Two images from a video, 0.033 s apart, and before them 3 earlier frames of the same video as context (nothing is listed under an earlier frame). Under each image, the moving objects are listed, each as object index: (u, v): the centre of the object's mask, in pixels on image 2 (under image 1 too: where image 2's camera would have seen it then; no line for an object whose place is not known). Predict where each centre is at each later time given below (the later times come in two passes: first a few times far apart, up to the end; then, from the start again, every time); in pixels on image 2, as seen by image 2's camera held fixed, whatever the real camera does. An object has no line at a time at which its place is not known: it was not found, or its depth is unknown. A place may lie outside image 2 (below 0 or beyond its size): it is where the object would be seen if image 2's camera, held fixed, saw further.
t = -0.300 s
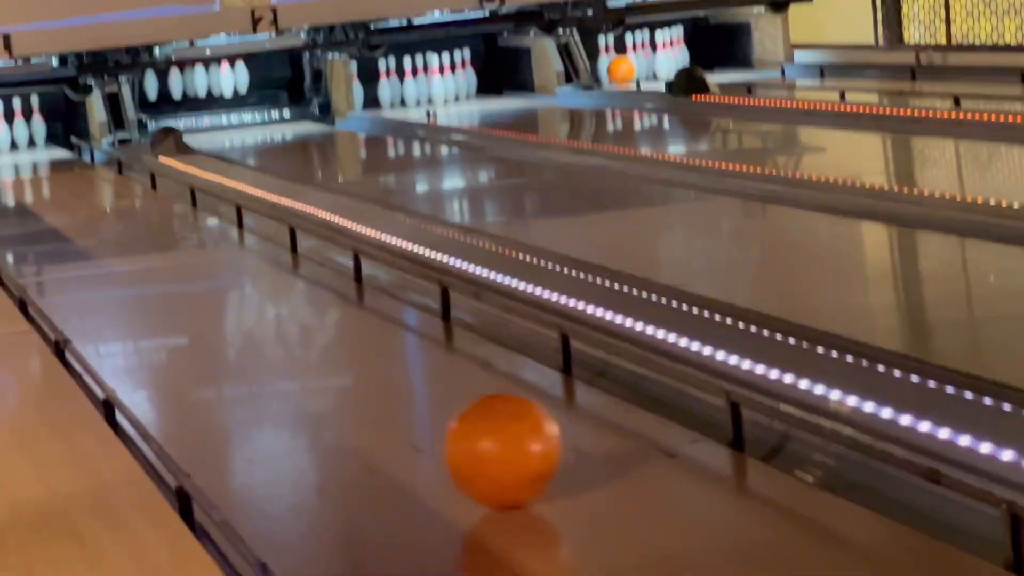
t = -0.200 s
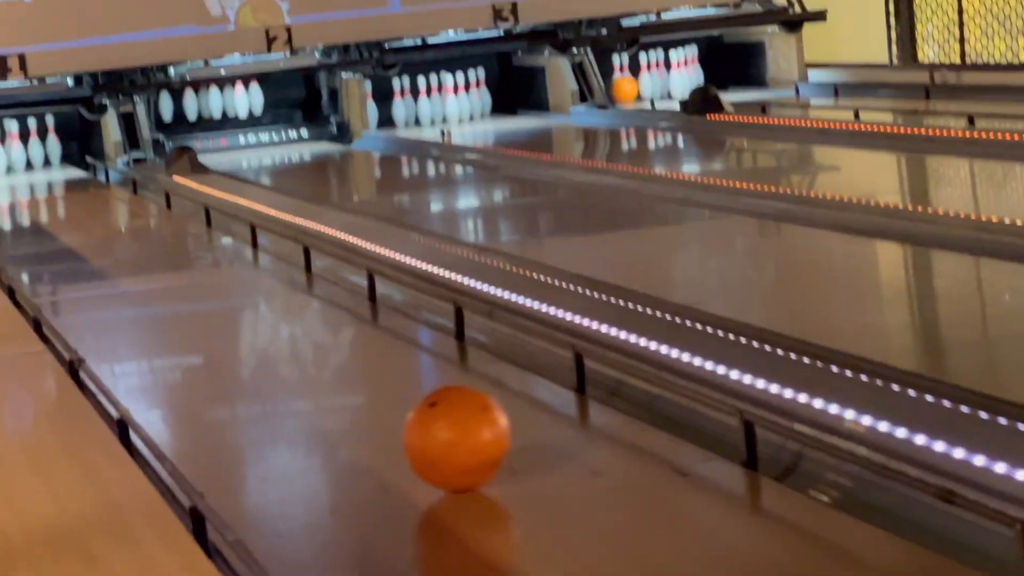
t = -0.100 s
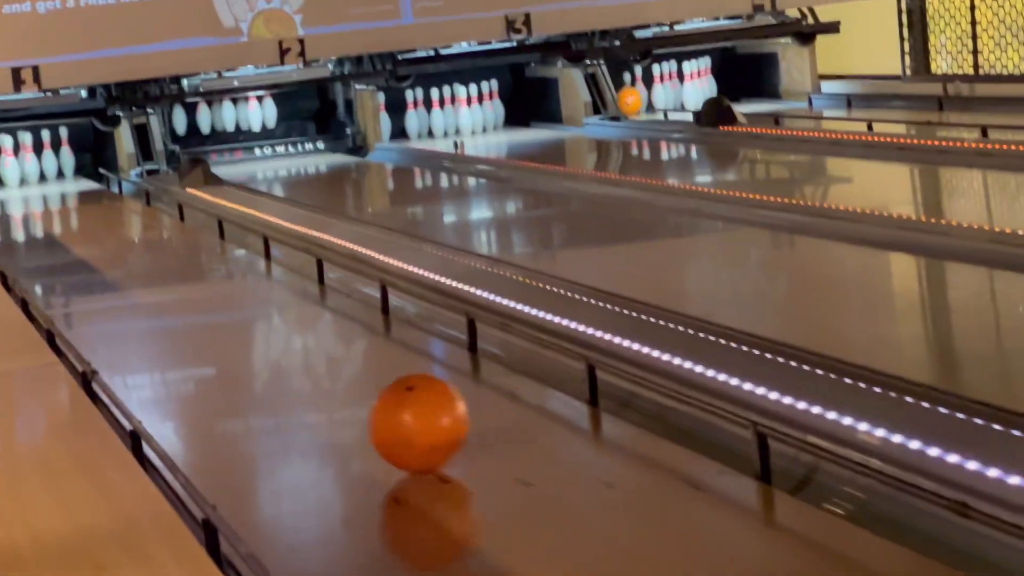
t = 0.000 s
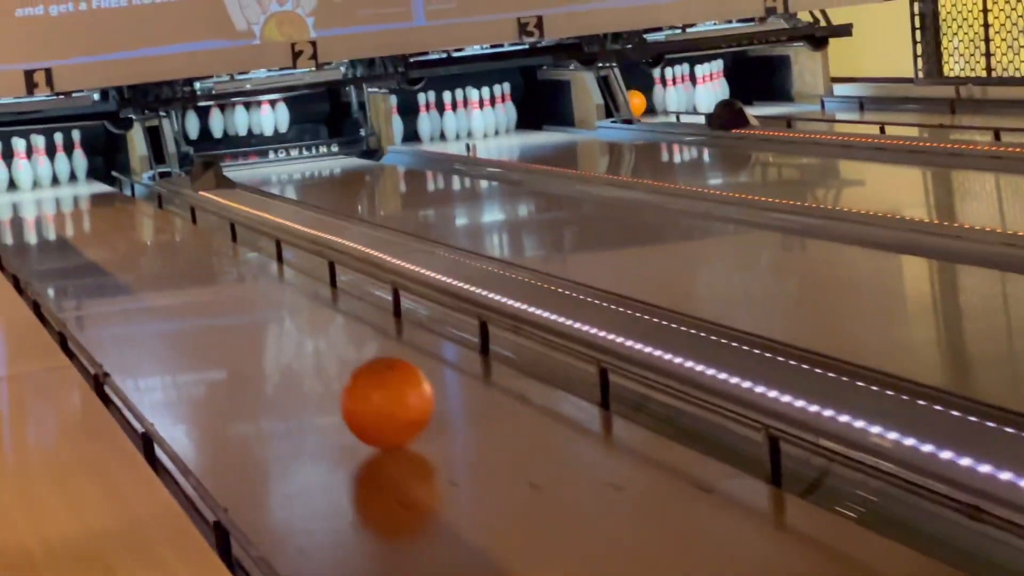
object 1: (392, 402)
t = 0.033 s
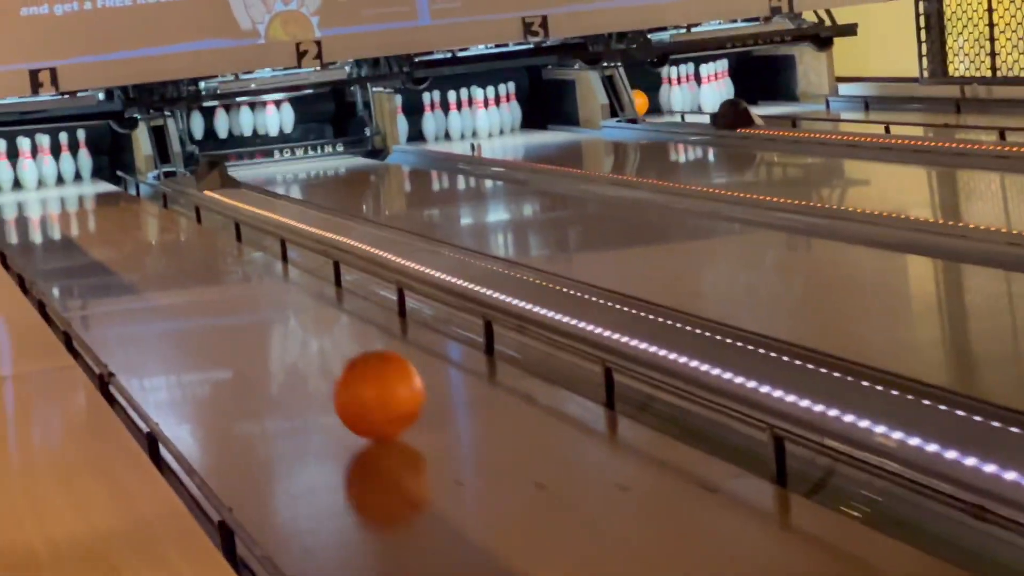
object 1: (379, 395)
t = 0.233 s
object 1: (312, 360)
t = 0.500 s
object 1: (245, 324)
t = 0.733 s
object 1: (200, 300)
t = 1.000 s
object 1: (160, 278)
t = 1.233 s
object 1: (131, 263)
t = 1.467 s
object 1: (108, 250)
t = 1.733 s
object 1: (85, 239)
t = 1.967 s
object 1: (69, 231)
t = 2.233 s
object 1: (51, 223)
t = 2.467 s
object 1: (37, 216)
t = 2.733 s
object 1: (22, 210)
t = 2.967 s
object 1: (9, 205)
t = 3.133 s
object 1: (1, 201)
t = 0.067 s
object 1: (367, 389)
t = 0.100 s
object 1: (355, 383)
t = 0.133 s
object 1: (343, 376)
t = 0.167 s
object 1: (332, 371)
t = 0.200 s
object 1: (322, 365)
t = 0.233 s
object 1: (312, 360)
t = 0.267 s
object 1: (303, 354)
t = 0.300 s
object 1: (293, 350)
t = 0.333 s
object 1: (284, 345)
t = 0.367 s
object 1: (275, 340)
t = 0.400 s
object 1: (268, 336)
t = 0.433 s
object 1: (260, 332)
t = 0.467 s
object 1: (252, 328)
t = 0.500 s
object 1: (245, 324)
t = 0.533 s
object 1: (238, 320)
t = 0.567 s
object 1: (231, 317)
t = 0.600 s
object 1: (225, 313)
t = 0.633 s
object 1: (218, 310)
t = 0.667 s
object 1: (212, 306)
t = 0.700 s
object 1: (206, 303)
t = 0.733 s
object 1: (200, 300)
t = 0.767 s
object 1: (195, 297)
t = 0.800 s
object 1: (190, 294)
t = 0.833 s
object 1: (184, 292)
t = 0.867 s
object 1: (179, 289)
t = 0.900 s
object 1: (175, 286)
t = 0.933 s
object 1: (169, 283)
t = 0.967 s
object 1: (164, 281)
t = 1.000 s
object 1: (160, 278)
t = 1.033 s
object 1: (156, 276)
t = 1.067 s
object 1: (151, 273)
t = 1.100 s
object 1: (147, 271)
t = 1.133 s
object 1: (144, 269)
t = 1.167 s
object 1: (139, 266)
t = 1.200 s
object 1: (135, 264)
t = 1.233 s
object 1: (131, 263)
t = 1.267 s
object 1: (128, 260)
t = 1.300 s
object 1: (124, 259)
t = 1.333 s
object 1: (121, 257)
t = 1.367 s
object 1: (118, 255)
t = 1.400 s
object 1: (115, 253)
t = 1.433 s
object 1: (111, 252)
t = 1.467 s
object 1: (108, 250)
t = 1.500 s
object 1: (105, 249)
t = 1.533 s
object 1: (102, 248)
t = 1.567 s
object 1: (99, 247)
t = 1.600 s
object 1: (96, 245)
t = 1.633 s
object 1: (93, 244)
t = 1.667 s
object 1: (90, 242)
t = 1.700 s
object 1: (87, 240)
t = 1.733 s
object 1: (85, 239)
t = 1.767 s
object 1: (82, 237)
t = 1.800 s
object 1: (80, 236)
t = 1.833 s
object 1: (78, 235)
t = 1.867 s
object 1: (76, 234)
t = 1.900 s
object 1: (73, 233)
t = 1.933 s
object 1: (71, 231)
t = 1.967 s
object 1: (69, 231)
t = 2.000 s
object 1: (66, 230)
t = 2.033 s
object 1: (64, 228)
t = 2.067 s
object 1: (62, 228)
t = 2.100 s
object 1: (60, 227)
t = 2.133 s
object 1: (58, 226)
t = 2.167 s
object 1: (55, 225)
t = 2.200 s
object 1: (54, 224)
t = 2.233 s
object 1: (51, 223)
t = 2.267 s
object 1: (49, 222)
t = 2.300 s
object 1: (47, 221)
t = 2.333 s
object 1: (45, 220)
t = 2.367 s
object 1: (43, 219)
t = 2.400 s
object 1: (41, 218)
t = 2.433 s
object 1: (39, 217)
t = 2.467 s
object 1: (37, 216)
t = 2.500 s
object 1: (35, 216)
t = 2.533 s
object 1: (33, 215)
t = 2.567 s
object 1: (31, 214)
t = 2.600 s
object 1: (30, 213)
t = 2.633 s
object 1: (28, 212)
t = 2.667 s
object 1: (26, 211)
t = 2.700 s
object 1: (24, 211)
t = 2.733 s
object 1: (22, 210)
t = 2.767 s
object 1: (21, 209)
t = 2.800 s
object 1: (18, 208)
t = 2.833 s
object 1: (17, 208)
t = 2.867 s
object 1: (15, 207)
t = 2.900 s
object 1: (13, 206)
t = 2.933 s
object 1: (11, 205)
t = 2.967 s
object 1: (9, 205)
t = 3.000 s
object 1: (8, 204)
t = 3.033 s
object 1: (6, 204)
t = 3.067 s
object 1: (4, 202)
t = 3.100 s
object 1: (3, 202)
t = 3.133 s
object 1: (1, 201)
